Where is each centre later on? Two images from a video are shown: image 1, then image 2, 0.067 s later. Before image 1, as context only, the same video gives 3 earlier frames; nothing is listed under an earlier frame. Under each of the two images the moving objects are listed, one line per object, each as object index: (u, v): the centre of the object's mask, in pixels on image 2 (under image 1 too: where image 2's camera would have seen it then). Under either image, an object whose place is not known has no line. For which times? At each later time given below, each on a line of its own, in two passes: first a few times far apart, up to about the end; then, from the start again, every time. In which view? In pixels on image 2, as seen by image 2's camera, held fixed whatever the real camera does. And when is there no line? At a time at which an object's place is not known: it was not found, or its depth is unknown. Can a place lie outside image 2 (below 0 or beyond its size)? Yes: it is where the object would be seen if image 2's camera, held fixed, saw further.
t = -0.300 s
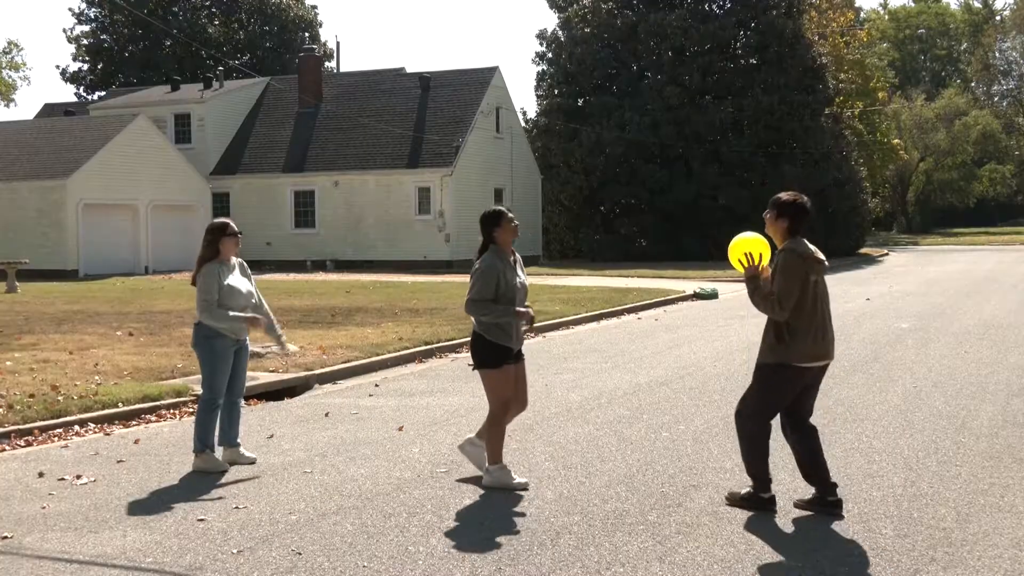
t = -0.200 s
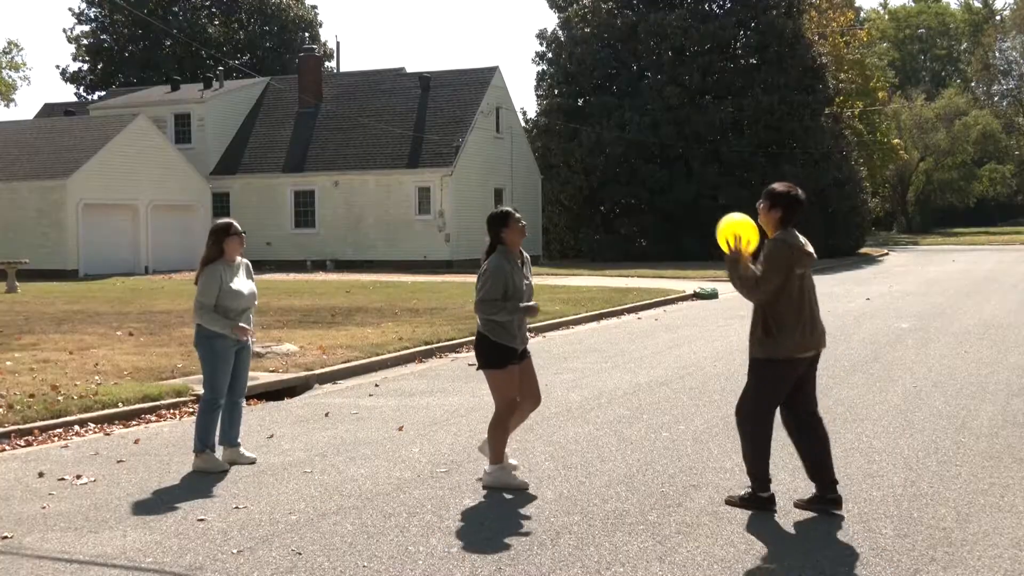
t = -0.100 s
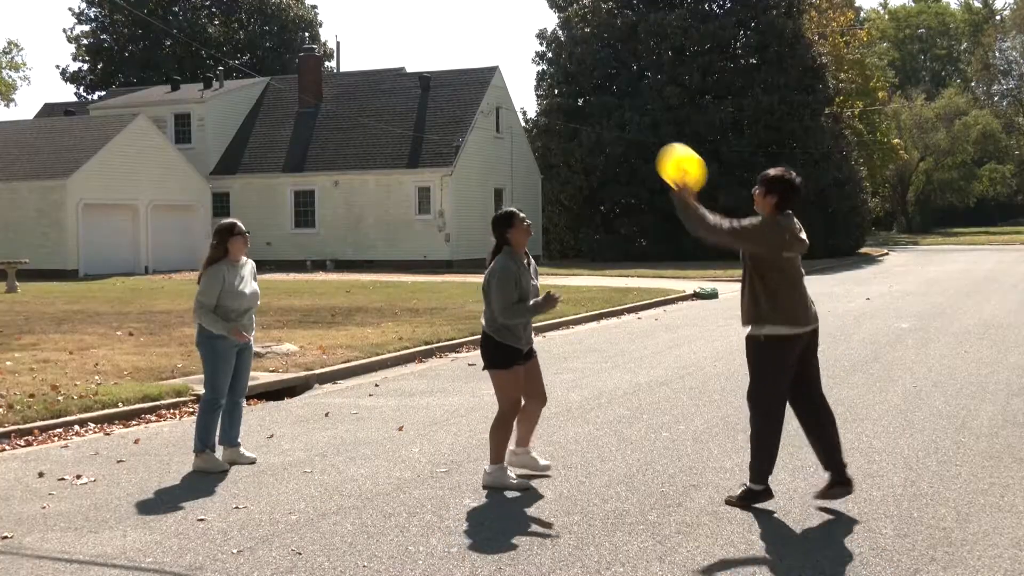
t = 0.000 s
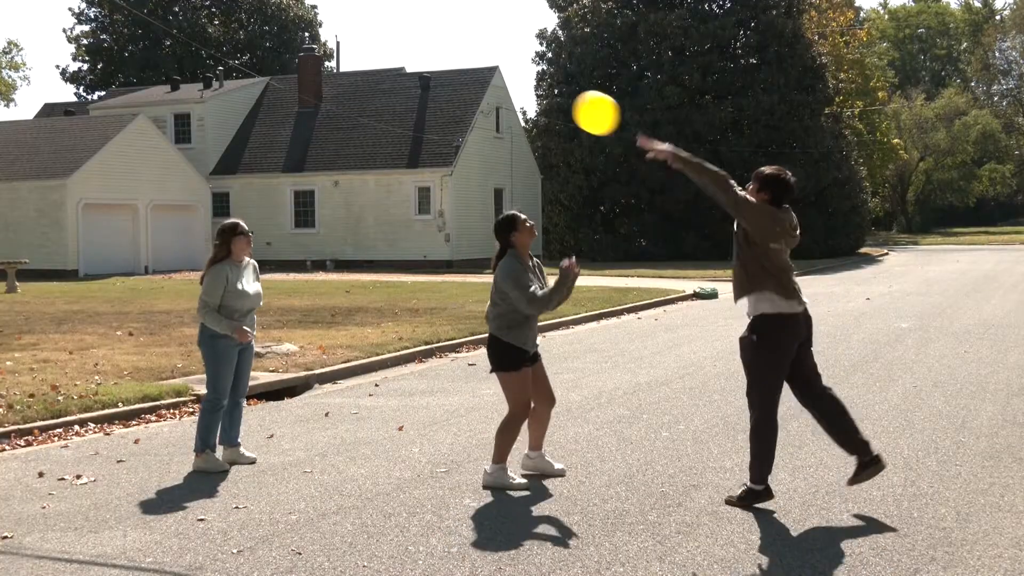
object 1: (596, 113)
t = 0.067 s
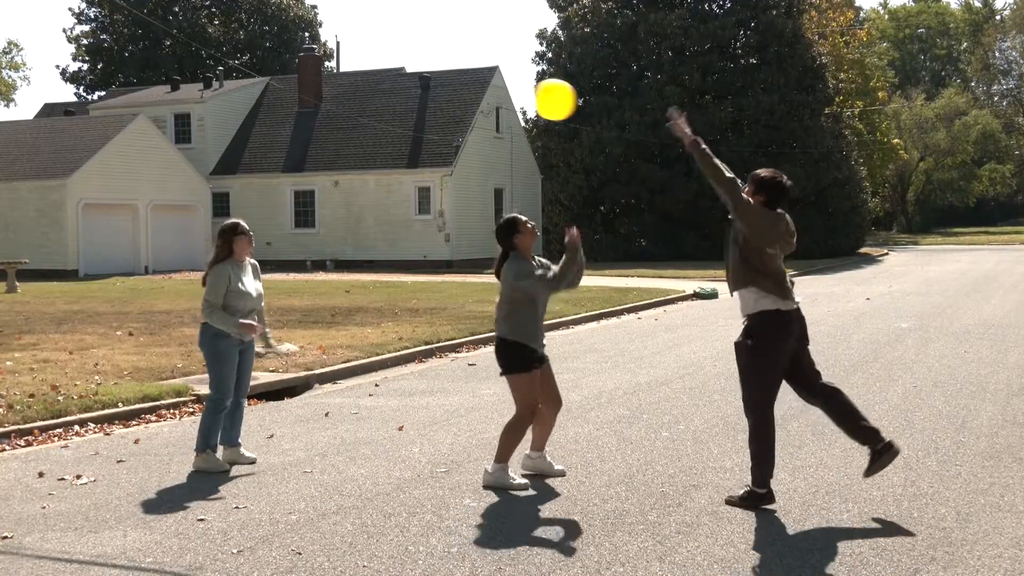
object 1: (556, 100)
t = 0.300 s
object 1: (452, 108)
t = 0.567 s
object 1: (366, 158)
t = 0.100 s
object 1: (539, 98)
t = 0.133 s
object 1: (520, 97)
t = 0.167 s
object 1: (504, 97)
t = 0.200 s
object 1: (490, 98)
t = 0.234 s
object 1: (478, 101)
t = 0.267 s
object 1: (465, 104)
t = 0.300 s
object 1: (452, 108)
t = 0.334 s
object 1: (440, 113)
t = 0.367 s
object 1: (429, 118)
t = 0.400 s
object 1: (417, 123)
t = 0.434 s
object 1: (406, 129)
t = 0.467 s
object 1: (396, 136)
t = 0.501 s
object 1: (386, 143)
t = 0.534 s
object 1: (376, 150)
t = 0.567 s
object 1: (366, 158)
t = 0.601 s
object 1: (357, 167)
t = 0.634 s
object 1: (348, 176)
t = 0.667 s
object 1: (339, 185)
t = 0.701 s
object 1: (330, 194)
